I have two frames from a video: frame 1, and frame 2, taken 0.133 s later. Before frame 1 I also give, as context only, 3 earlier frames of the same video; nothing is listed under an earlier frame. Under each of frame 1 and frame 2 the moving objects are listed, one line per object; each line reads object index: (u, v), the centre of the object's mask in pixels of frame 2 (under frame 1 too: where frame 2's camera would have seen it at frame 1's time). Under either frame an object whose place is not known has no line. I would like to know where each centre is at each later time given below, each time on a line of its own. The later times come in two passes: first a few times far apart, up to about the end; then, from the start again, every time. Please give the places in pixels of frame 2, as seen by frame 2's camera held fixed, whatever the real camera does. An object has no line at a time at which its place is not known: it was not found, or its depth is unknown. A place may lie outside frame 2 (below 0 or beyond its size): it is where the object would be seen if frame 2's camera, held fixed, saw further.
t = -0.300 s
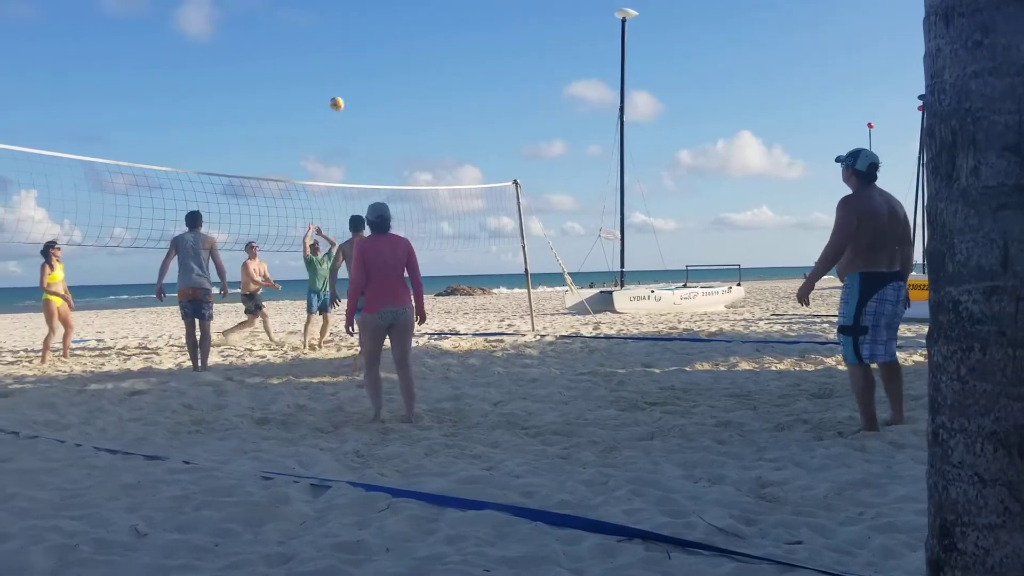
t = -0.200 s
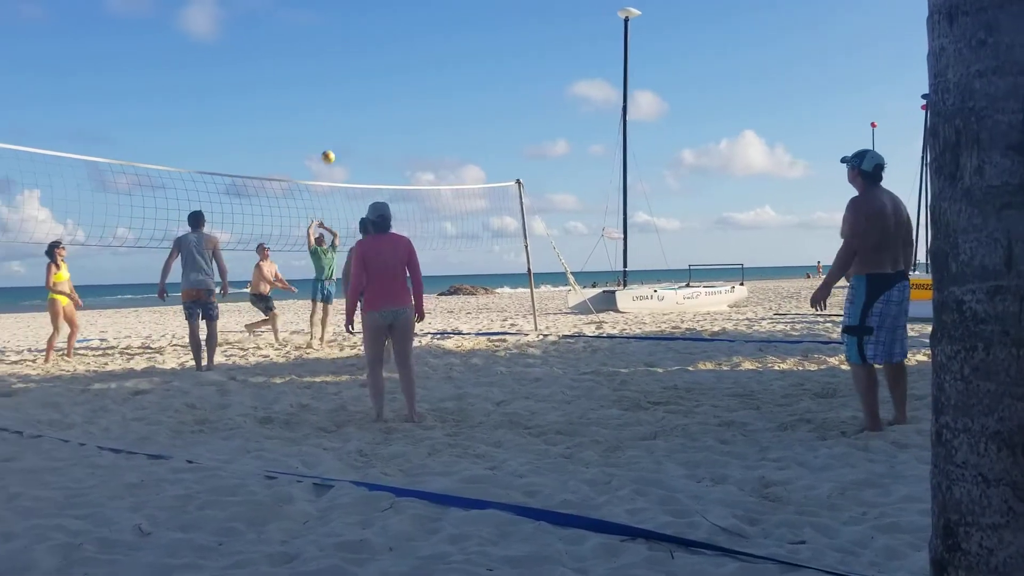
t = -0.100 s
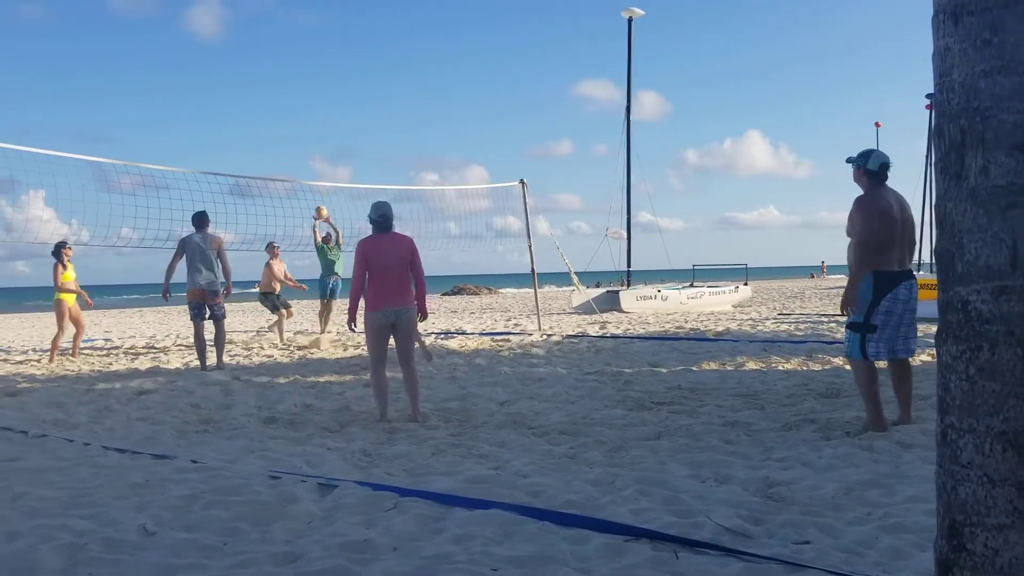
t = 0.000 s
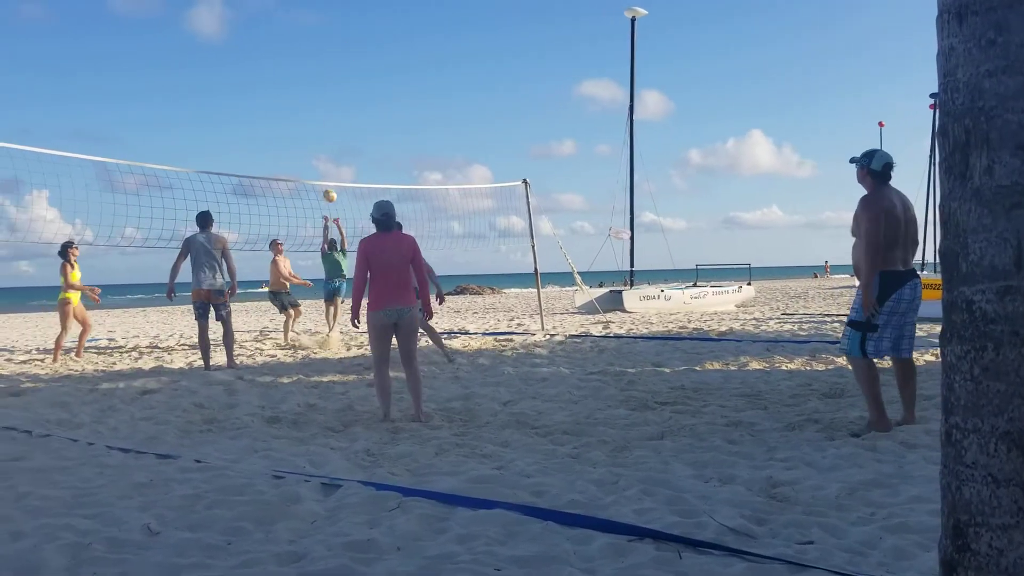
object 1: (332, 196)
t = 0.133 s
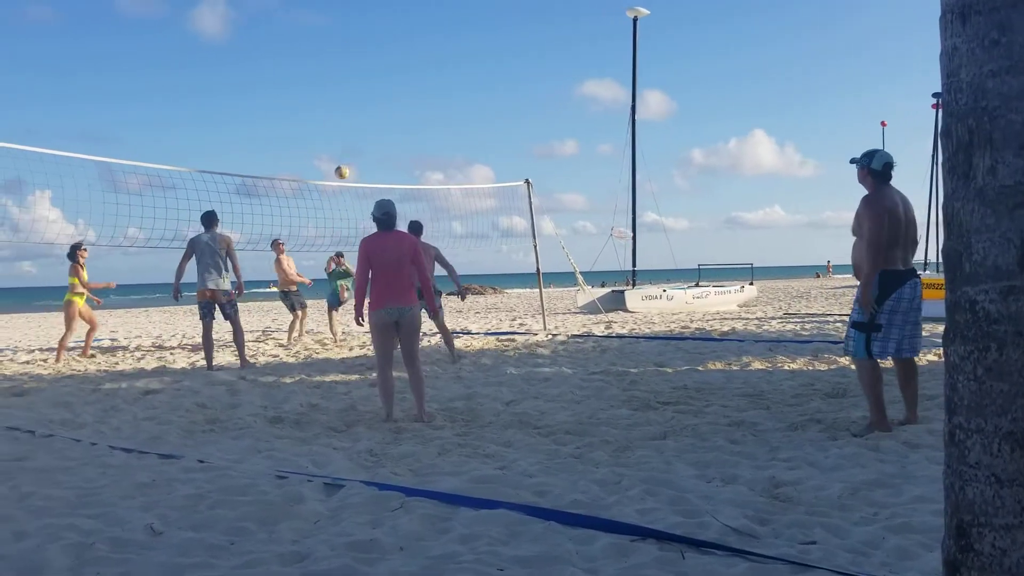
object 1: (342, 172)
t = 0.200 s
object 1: (347, 163)
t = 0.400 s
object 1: (366, 152)
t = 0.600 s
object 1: (391, 167)
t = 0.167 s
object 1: (344, 167)
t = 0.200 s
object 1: (347, 163)
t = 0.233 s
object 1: (350, 160)
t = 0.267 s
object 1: (353, 157)
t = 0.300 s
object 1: (356, 155)
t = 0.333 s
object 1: (359, 153)
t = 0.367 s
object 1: (363, 153)
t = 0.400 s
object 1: (366, 152)
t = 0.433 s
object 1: (370, 153)
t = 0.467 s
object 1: (374, 154)
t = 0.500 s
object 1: (378, 156)
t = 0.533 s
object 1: (382, 159)
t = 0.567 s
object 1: (386, 163)
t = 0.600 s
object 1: (391, 167)
